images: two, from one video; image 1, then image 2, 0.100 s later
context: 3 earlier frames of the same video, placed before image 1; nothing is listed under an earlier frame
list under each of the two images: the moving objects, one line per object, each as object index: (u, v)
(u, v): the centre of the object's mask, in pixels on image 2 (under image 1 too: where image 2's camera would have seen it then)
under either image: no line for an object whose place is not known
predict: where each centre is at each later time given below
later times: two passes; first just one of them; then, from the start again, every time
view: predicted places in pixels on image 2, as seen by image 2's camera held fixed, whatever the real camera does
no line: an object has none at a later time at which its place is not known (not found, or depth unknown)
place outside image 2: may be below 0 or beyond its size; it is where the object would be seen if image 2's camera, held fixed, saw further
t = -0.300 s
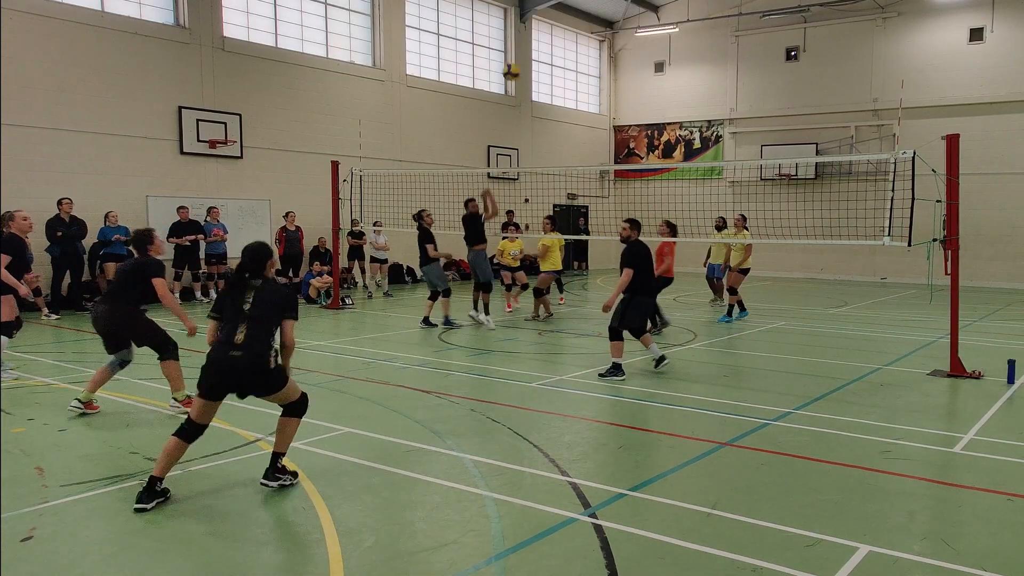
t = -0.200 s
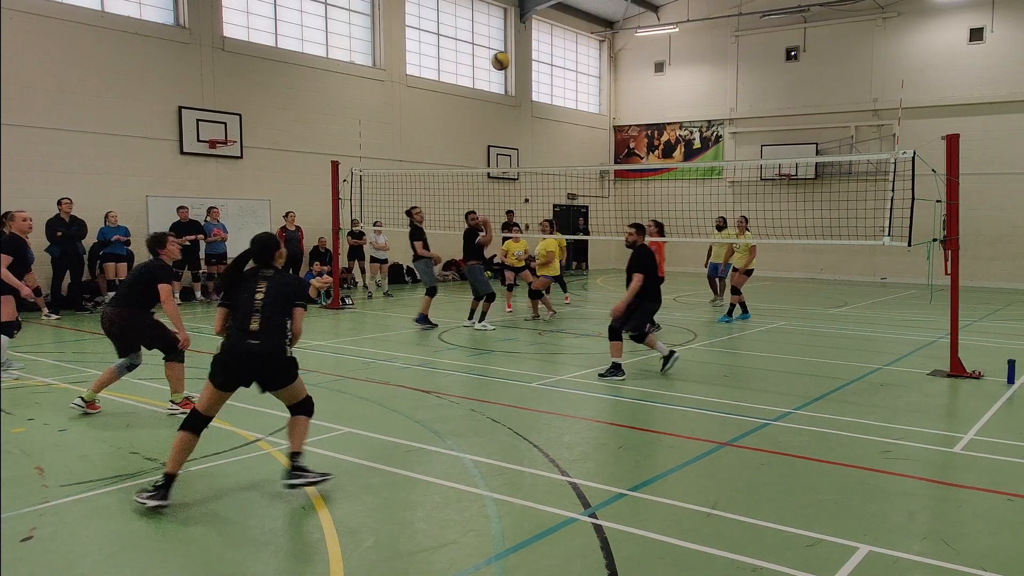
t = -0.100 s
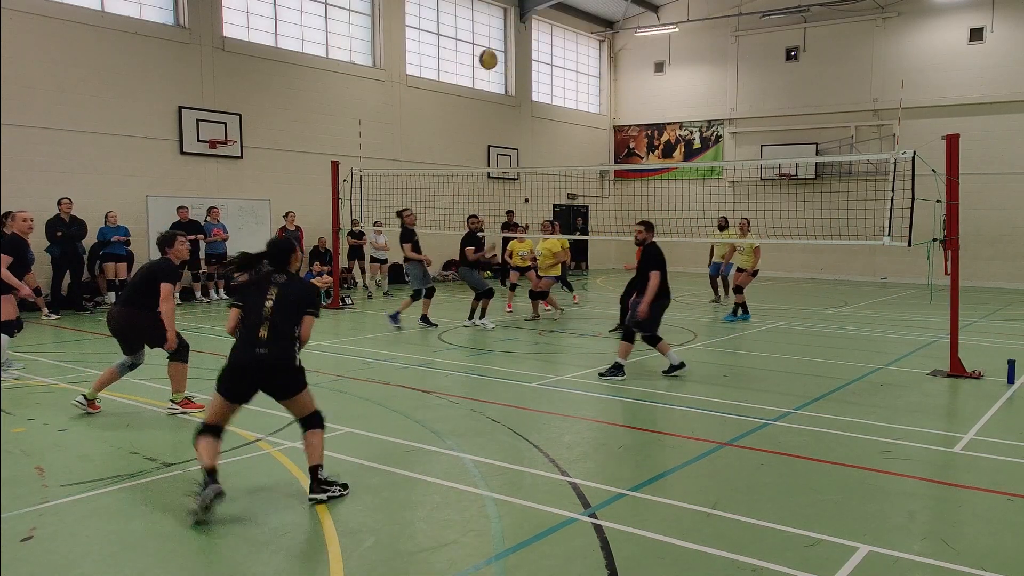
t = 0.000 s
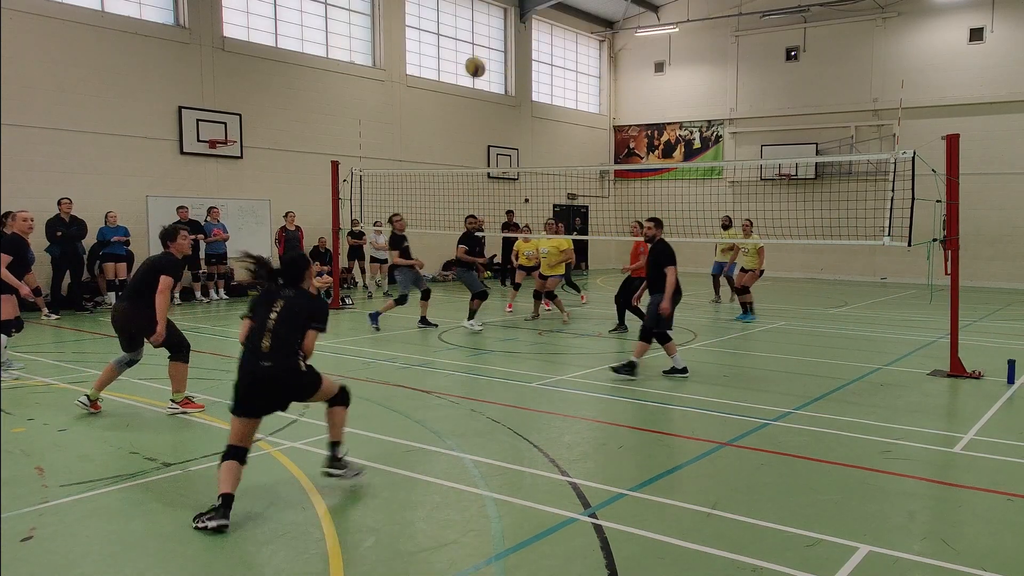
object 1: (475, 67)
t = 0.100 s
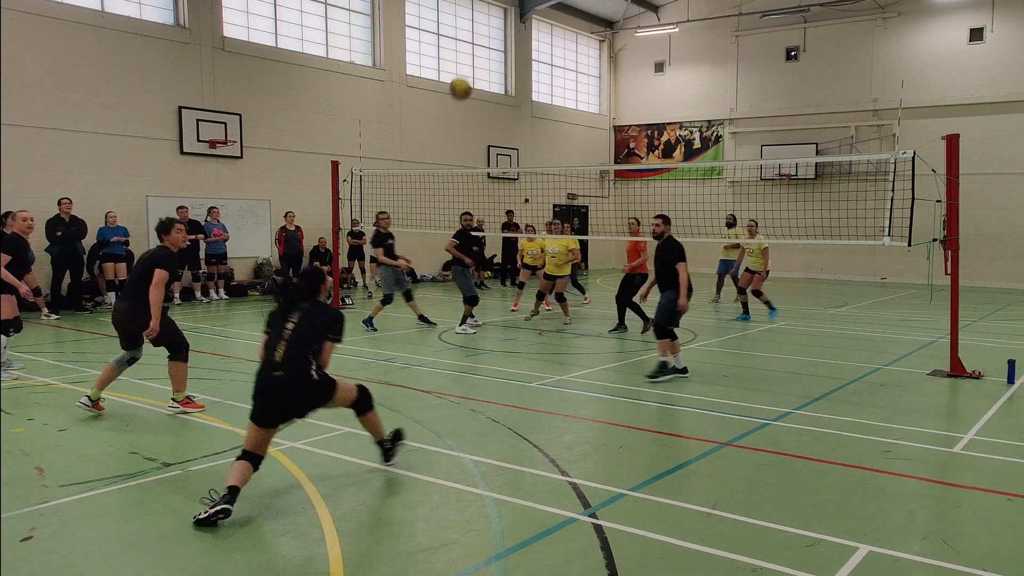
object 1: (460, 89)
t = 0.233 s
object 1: (439, 139)
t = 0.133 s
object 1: (456, 98)
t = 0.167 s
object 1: (450, 111)
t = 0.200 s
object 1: (445, 123)
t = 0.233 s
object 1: (439, 139)
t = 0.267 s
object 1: (434, 155)
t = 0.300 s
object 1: (427, 176)
